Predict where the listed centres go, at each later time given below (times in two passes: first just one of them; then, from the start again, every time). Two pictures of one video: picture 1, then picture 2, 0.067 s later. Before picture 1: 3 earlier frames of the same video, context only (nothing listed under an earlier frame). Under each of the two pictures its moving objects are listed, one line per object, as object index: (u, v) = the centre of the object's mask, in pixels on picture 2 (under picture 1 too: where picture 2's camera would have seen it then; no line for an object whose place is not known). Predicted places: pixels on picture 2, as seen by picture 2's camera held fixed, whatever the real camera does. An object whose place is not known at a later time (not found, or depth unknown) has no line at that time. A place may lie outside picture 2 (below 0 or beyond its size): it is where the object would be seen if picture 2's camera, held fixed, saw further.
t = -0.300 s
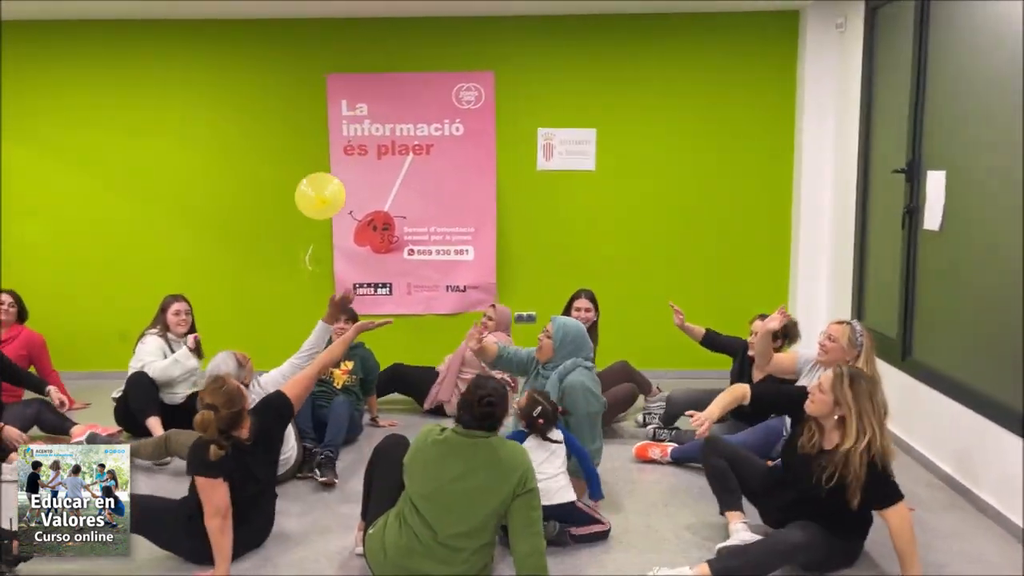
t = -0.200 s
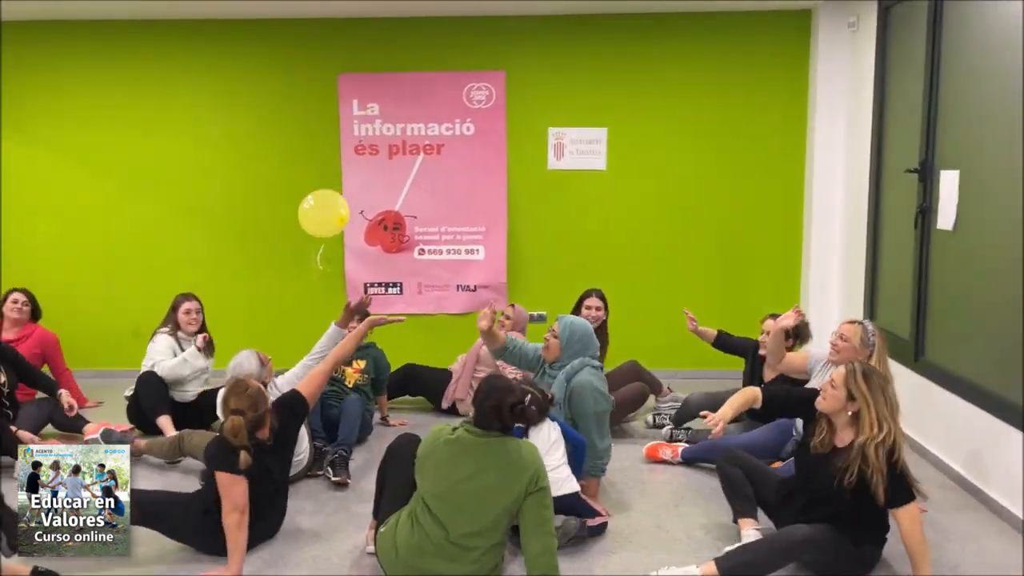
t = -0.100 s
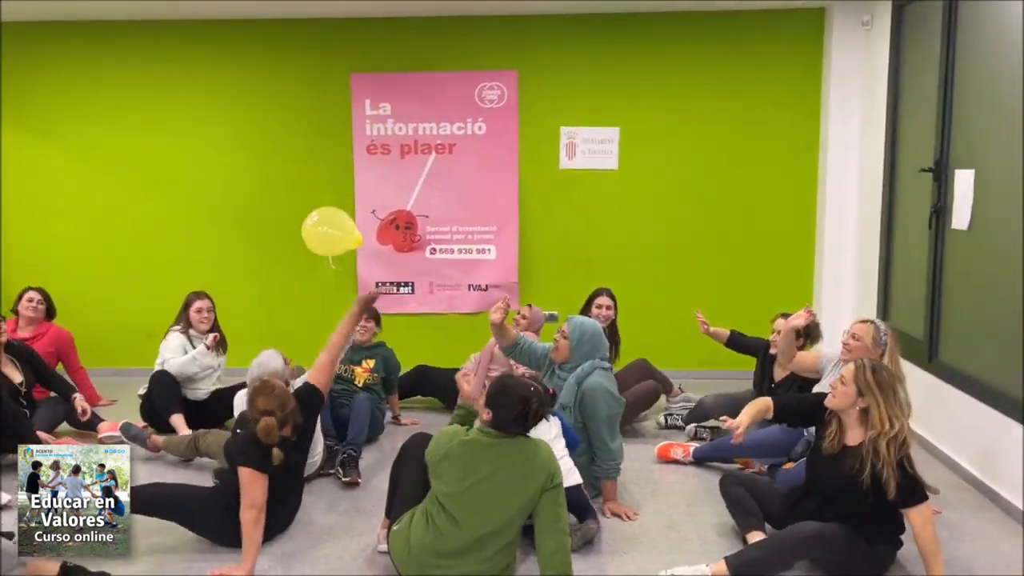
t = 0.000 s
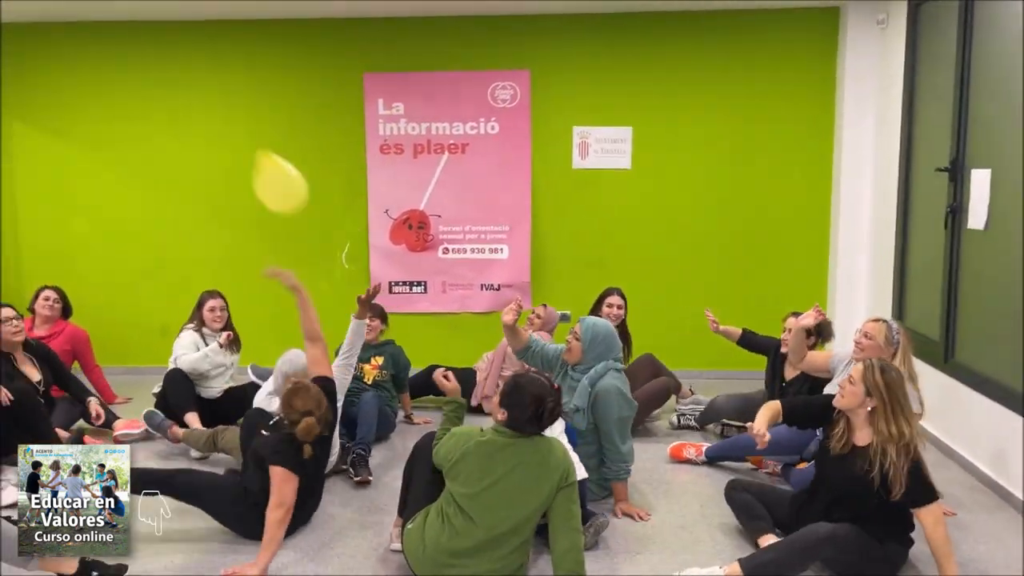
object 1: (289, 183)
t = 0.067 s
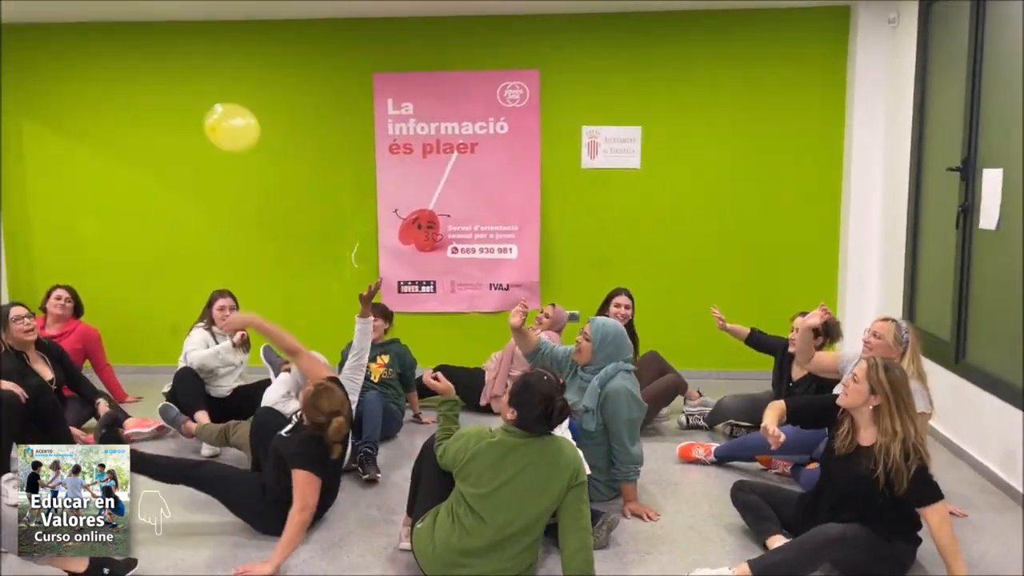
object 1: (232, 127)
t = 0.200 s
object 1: (167, 81)
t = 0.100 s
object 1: (209, 110)
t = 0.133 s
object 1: (191, 98)
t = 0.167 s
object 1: (178, 89)
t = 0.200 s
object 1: (167, 81)
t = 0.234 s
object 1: (158, 74)
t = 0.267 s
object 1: (151, 68)
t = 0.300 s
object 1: (145, 62)
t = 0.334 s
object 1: (140, 57)
